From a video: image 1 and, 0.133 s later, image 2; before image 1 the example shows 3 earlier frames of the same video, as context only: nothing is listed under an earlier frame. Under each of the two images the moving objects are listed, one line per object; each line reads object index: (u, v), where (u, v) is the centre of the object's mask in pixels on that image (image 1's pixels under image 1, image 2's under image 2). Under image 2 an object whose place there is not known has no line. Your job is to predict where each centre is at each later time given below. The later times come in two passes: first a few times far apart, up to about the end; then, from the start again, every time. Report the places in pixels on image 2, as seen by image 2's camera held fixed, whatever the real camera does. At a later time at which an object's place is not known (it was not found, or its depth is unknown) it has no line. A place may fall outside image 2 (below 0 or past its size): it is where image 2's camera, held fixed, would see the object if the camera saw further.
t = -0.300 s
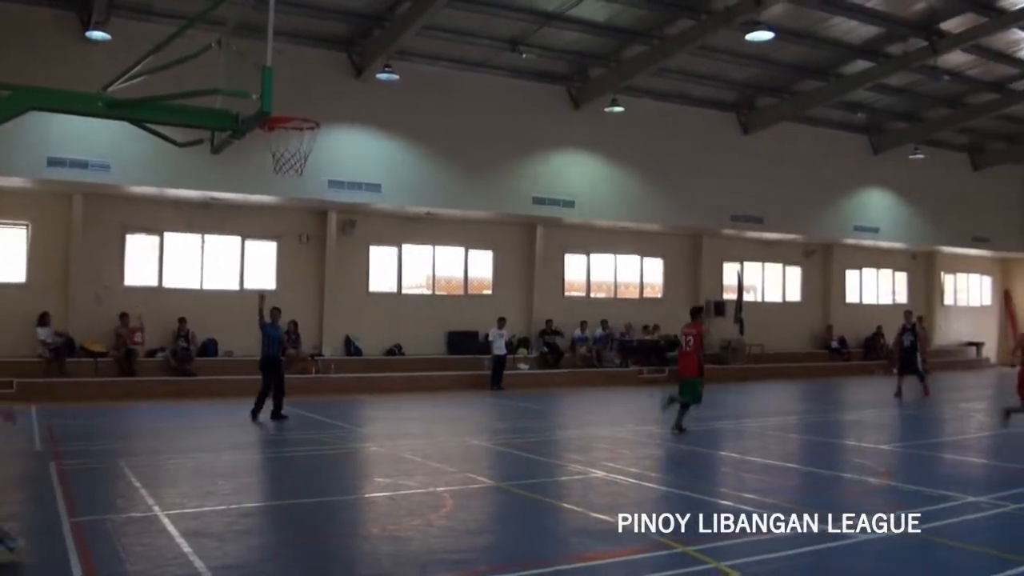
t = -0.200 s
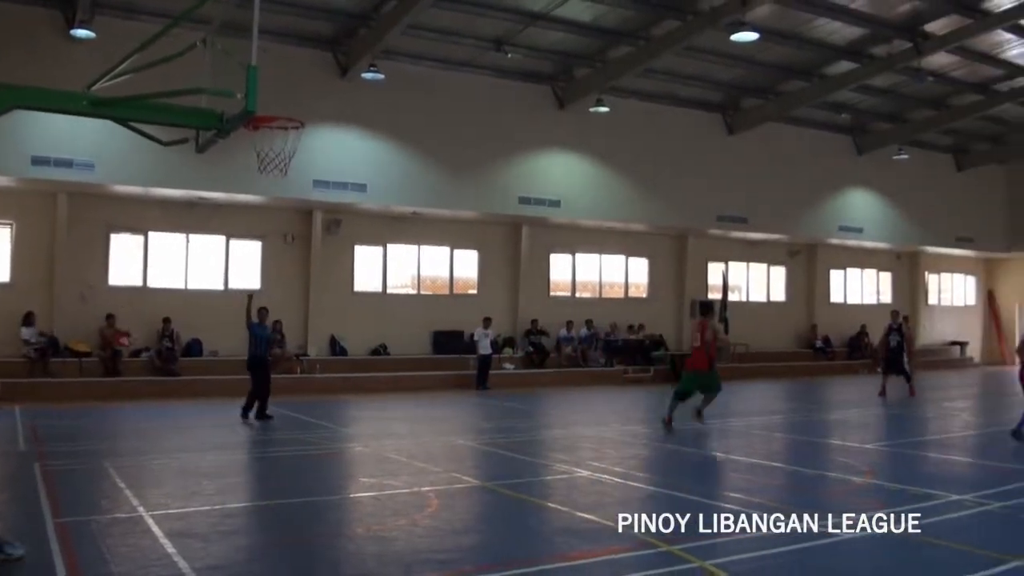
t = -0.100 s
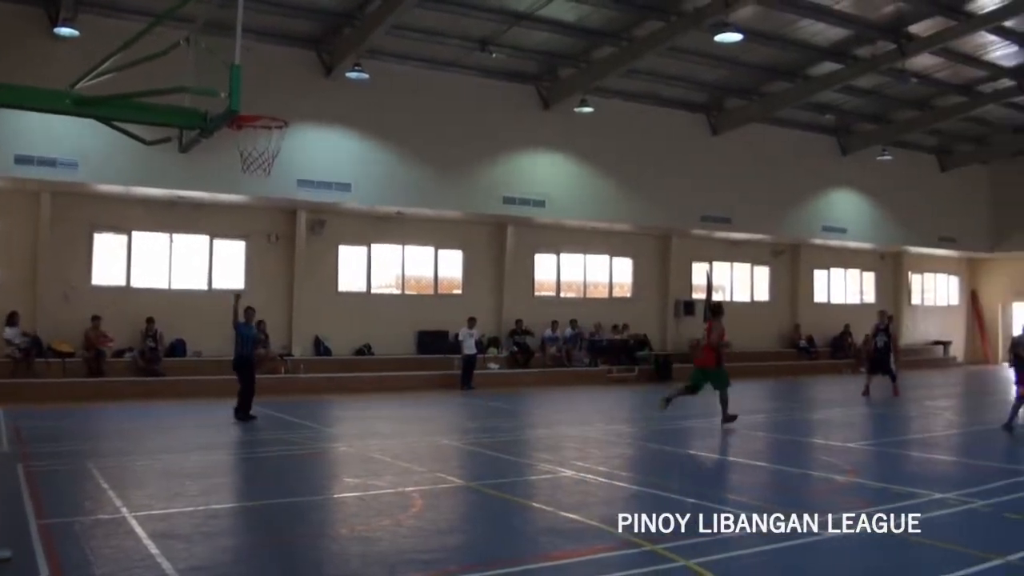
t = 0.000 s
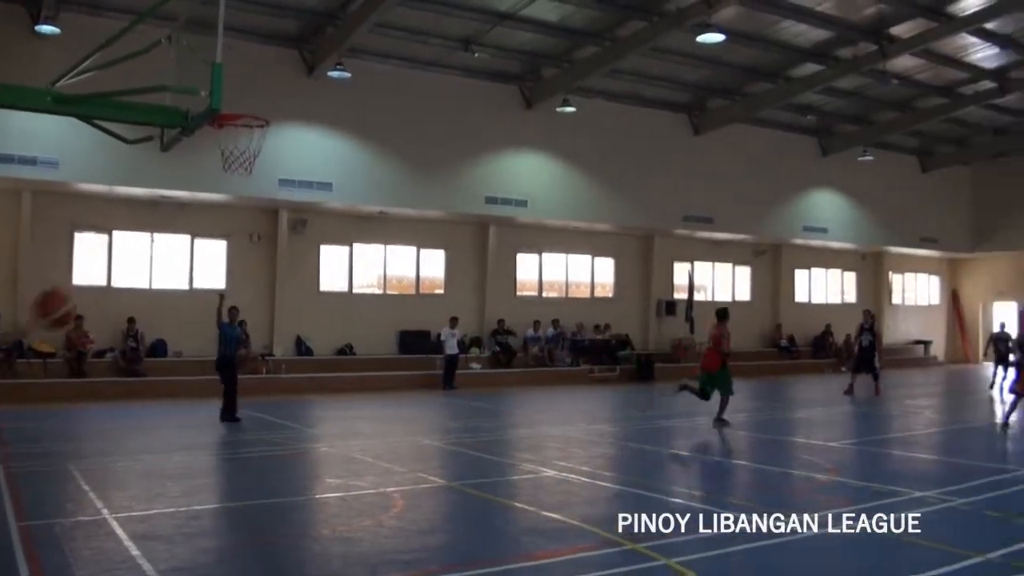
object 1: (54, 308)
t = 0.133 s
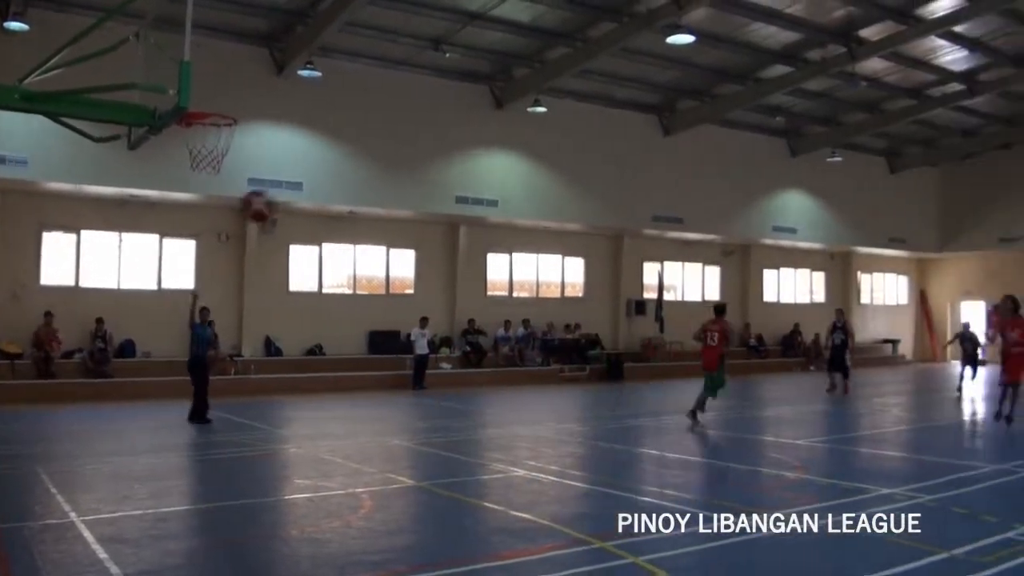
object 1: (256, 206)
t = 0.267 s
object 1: (416, 162)
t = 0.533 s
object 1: (609, 155)
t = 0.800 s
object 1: (726, 195)
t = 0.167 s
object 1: (304, 191)
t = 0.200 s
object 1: (344, 179)
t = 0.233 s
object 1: (381, 169)
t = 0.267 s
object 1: (416, 162)
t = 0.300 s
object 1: (446, 157)
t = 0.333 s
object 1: (476, 153)
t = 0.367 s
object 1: (503, 151)
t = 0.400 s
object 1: (527, 149)
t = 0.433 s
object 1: (549, 149)
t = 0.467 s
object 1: (571, 151)
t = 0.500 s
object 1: (591, 152)
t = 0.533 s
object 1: (609, 155)
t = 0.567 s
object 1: (626, 159)
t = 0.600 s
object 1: (643, 162)
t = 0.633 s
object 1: (659, 167)
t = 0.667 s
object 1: (673, 172)
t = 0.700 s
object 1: (687, 177)
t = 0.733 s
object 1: (701, 183)
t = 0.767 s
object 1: (714, 189)
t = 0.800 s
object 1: (726, 195)
